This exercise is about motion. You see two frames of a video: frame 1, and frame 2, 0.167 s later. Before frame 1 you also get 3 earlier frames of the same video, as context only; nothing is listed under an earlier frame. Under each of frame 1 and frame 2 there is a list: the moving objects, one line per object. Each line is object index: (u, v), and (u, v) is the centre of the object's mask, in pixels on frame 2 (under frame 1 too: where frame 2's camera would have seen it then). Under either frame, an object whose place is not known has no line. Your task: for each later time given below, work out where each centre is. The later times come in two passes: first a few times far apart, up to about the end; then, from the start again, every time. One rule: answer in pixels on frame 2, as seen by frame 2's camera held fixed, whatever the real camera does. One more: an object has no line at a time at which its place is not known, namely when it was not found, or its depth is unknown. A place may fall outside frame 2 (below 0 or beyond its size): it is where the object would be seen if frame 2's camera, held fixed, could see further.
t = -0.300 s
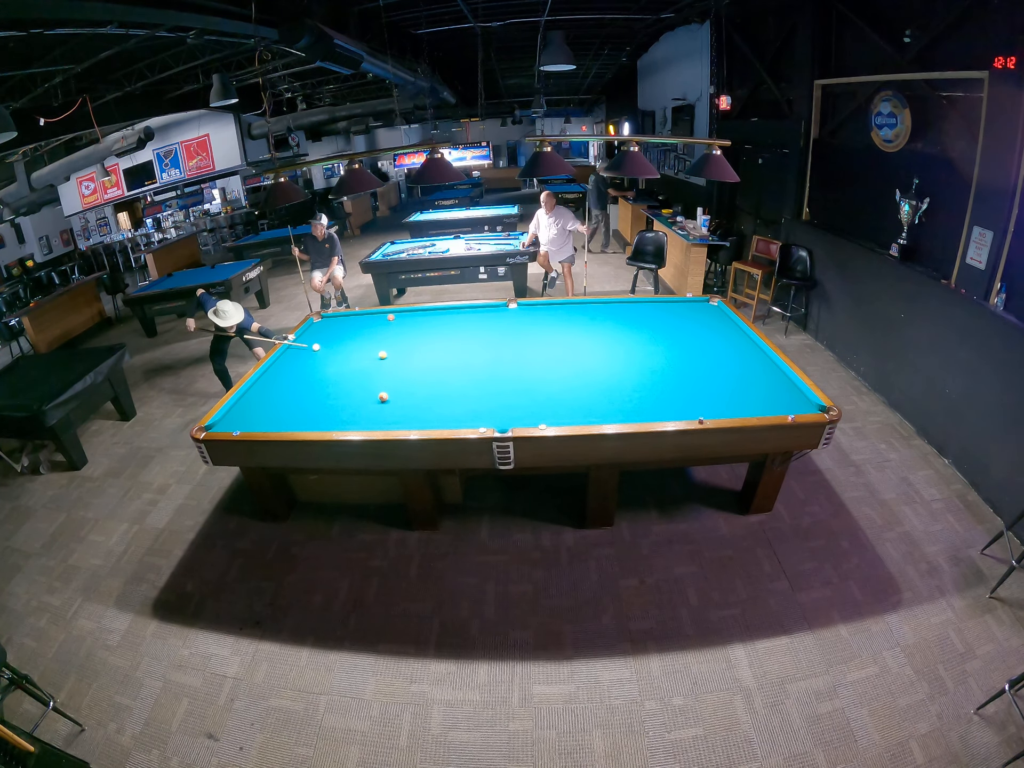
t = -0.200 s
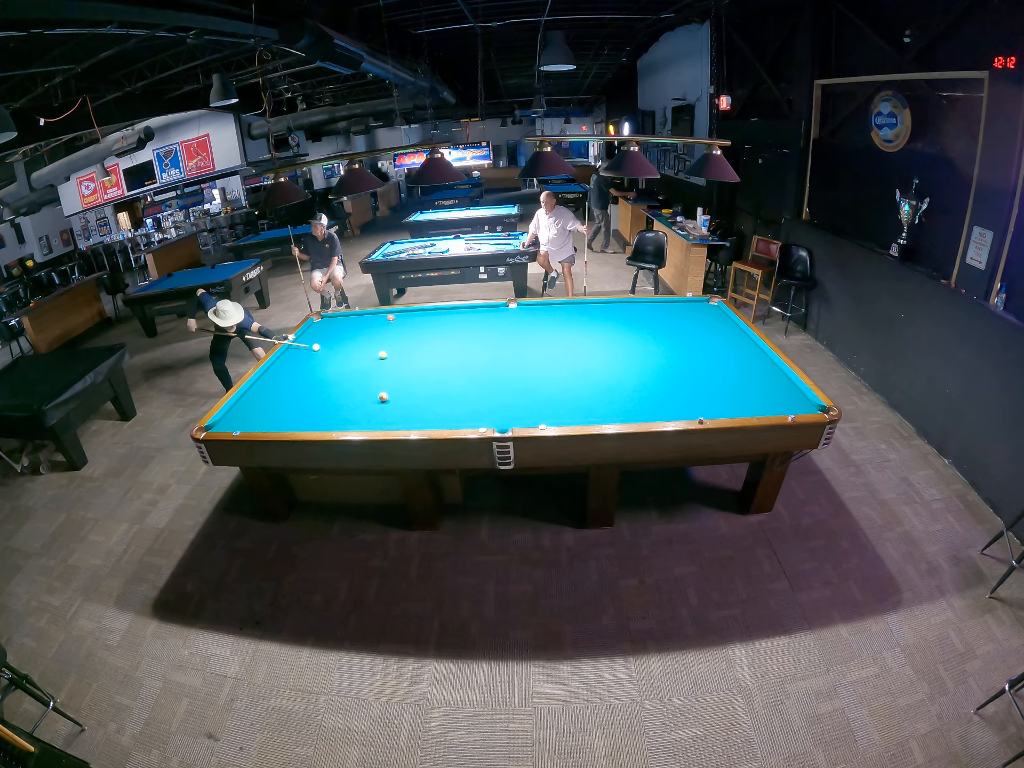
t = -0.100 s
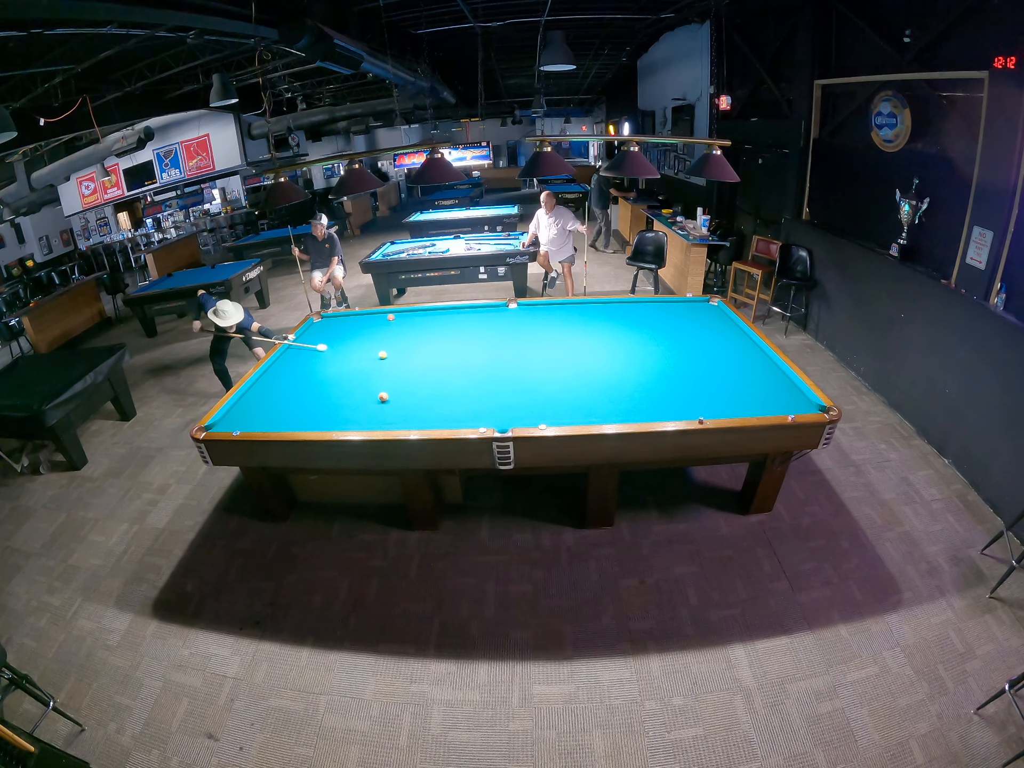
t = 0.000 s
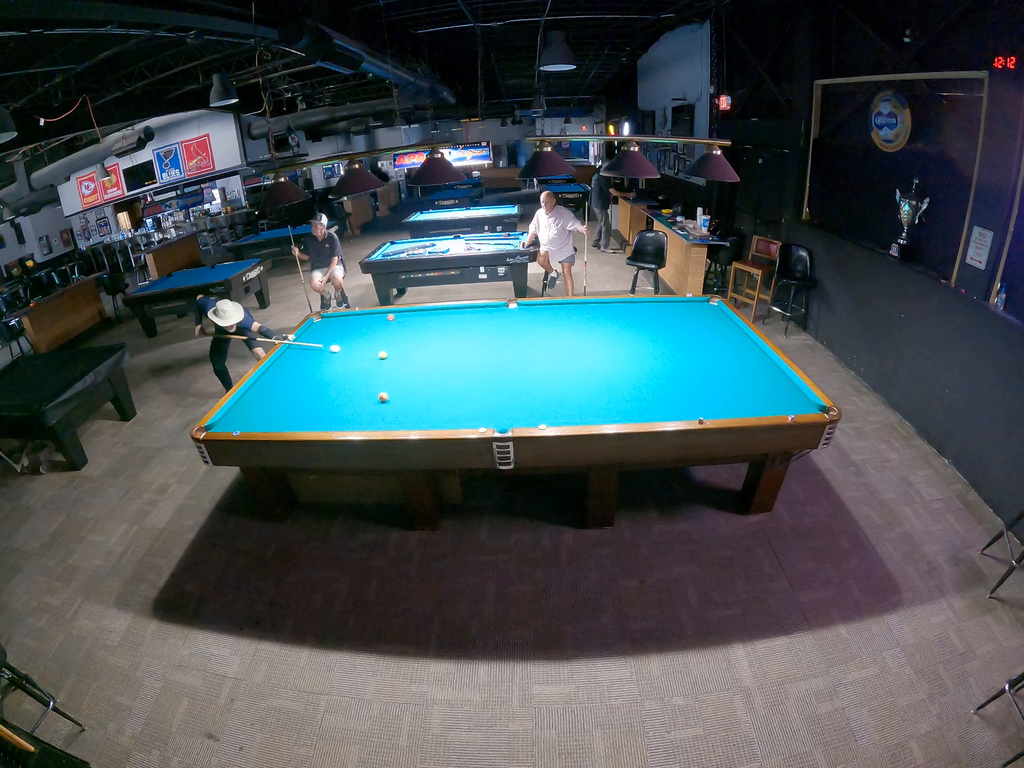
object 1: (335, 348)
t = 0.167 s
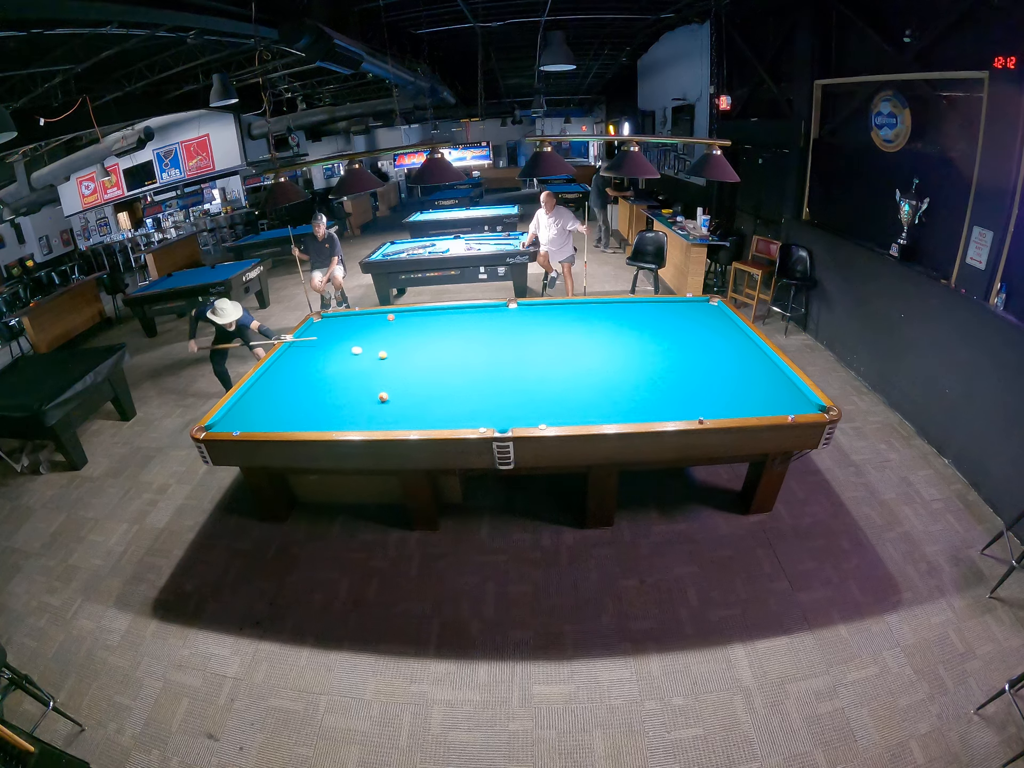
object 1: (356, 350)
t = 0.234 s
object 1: (365, 351)
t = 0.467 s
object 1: (392, 350)
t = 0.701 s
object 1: (413, 346)
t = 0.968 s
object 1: (437, 342)
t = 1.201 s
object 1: (457, 339)
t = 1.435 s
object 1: (476, 336)
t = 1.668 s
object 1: (495, 333)
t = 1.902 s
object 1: (511, 331)
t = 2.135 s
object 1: (528, 329)
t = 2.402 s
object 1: (545, 326)
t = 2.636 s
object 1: (559, 324)
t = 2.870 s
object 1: (572, 323)
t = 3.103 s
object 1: (585, 321)
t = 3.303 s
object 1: (595, 319)
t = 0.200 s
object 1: (361, 350)
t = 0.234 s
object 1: (365, 351)
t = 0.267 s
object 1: (370, 351)
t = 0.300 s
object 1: (374, 352)
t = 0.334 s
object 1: (378, 351)
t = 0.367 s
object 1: (381, 351)
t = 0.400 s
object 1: (385, 350)
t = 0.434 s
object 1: (388, 350)
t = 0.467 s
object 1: (392, 350)
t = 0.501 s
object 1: (395, 349)
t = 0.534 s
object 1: (398, 349)
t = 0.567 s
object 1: (401, 348)
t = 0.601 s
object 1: (404, 348)
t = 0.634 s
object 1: (407, 347)
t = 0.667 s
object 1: (410, 347)
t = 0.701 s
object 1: (413, 346)
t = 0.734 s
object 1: (416, 345)
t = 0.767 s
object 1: (419, 345)
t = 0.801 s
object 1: (422, 345)
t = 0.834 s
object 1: (425, 344)
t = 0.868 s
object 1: (428, 344)
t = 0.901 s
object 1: (432, 343)
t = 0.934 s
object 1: (434, 343)
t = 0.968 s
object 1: (437, 342)
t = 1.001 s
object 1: (440, 342)
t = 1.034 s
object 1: (443, 341)
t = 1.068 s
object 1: (446, 341)
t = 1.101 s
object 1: (449, 340)
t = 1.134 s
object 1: (452, 340)
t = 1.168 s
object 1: (454, 339)
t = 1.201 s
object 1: (457, 339)
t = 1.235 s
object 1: (460, 338)
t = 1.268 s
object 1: (463, 338)
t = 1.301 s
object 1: (466, 338)
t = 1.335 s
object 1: (468, 337)
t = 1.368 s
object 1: (471, 337)
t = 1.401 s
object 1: (474, 337)
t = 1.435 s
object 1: (476, 336)
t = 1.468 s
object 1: (479, 336)
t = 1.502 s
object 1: (482, 335)
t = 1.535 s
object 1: (484, 335)
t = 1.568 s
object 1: (487, 335)
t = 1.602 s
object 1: (489, 334)
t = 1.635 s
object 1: (492, 334)
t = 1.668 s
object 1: (495, 333)
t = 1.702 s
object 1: (497, 333)
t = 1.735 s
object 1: (499, 333)
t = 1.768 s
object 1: (502, 332)
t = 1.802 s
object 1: (504, 332)
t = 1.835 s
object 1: (507, 332)
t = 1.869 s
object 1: (509, 331)
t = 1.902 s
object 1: (511, 331)
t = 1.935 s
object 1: (514, 331)
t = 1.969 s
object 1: (516, 330)
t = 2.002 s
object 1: (518, 330)
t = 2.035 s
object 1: (521, 330)
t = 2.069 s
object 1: (523, 329)
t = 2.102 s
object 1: (525, 329)
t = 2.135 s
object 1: (528, 329)
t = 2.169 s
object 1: (530, 328)
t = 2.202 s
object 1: (532, 328)
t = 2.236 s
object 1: (534, 328)
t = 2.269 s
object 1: (536, 328)
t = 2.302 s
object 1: (538, 327)
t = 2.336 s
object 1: (541, 327)
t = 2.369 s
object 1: (543, 327)
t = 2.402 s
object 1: (545, 326)
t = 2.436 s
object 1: (547, 326)
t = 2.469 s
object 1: (549, 326)
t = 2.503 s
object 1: (551, 325)
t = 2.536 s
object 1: (553, 325)
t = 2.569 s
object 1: (555, 325)
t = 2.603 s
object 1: (557, 325)
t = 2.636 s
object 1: (559, 324)
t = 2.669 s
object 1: (561, 324)
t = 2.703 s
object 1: (563, 324)
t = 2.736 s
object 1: (565, 323)
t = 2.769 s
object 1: (567, 323)
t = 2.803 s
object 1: (569, 323)
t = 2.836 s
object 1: (571, 323)
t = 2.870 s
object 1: (572, 323)
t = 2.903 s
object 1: (574, 322)
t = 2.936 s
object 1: (576, 322)
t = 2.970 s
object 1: (578, 322)
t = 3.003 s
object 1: (580, 321)
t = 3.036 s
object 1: (581, 321)
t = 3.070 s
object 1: (583, 321)
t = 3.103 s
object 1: (585, 321)
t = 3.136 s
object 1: (587, 320)
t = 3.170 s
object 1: (588, 320)
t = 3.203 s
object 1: (590, 320)
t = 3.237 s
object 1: (592, 320)
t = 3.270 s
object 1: (593, 319)
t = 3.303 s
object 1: (595, 319)
